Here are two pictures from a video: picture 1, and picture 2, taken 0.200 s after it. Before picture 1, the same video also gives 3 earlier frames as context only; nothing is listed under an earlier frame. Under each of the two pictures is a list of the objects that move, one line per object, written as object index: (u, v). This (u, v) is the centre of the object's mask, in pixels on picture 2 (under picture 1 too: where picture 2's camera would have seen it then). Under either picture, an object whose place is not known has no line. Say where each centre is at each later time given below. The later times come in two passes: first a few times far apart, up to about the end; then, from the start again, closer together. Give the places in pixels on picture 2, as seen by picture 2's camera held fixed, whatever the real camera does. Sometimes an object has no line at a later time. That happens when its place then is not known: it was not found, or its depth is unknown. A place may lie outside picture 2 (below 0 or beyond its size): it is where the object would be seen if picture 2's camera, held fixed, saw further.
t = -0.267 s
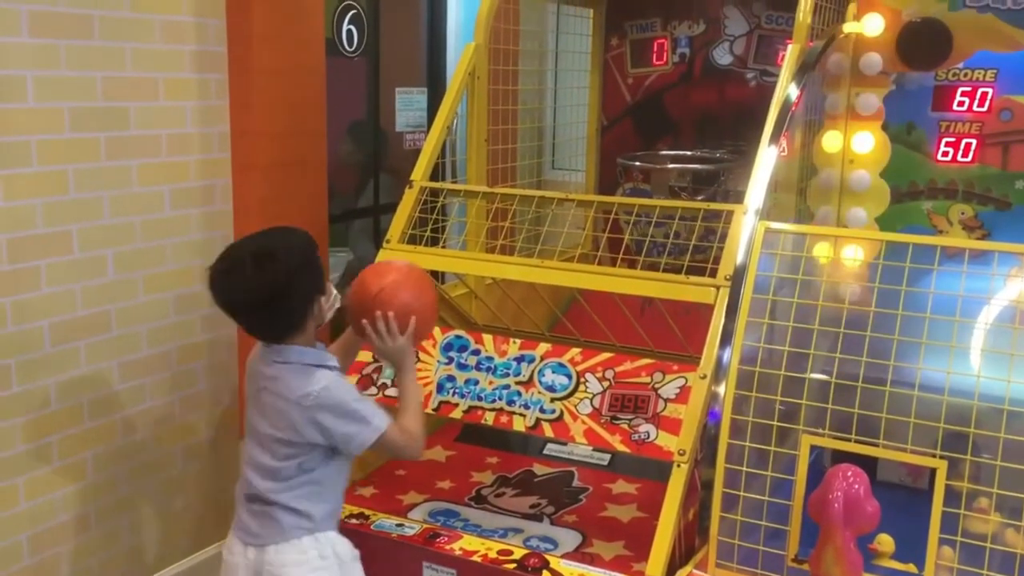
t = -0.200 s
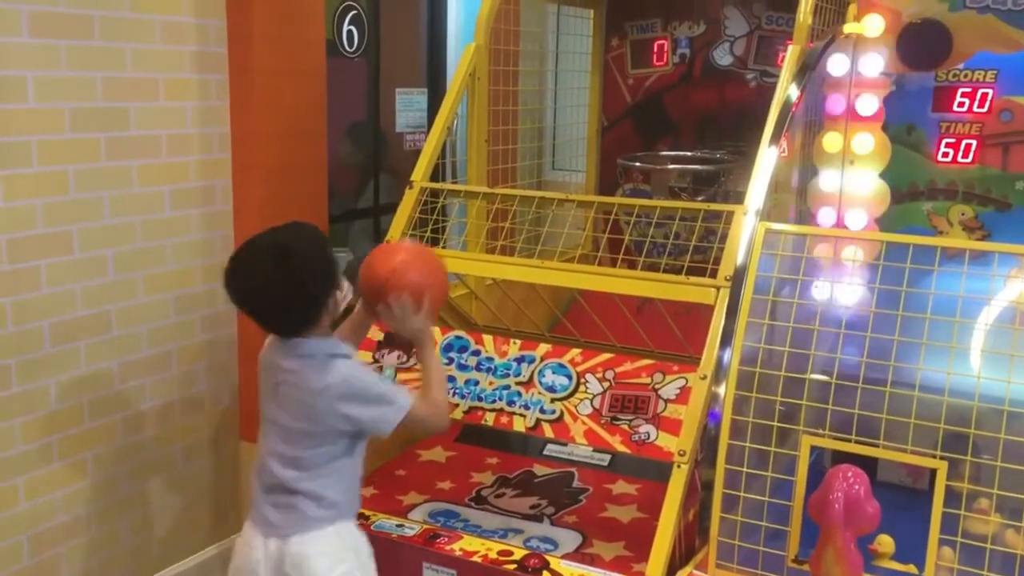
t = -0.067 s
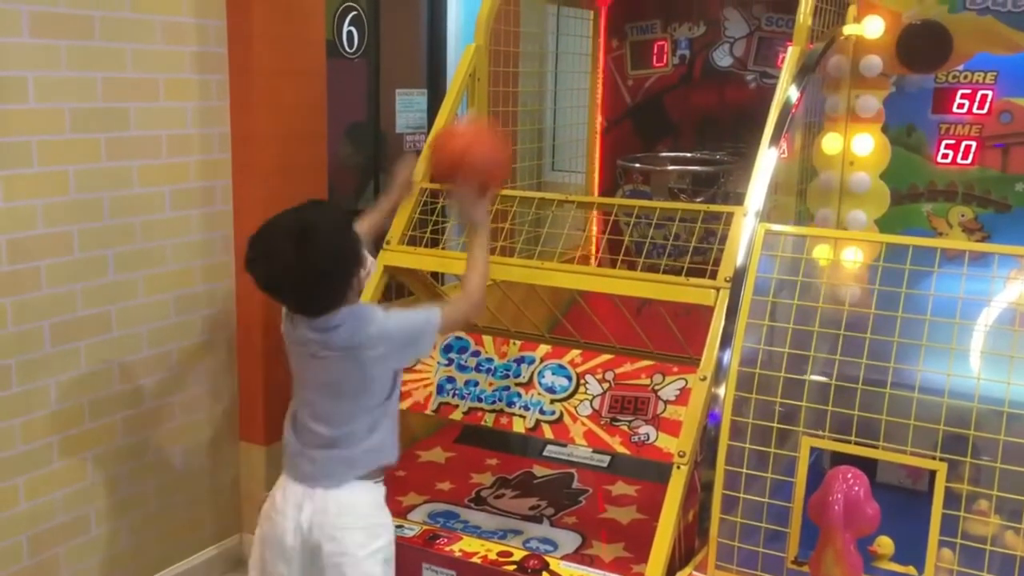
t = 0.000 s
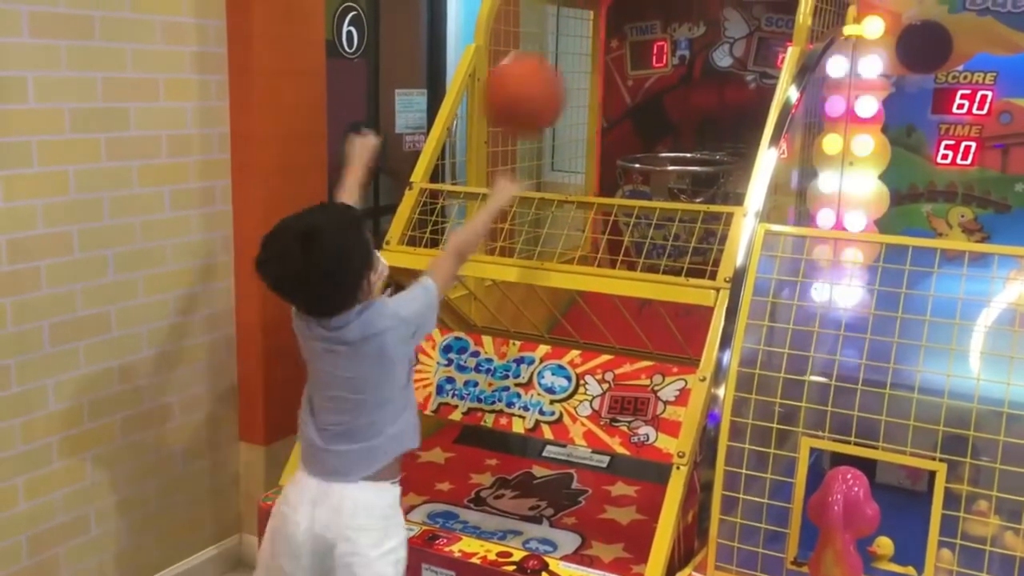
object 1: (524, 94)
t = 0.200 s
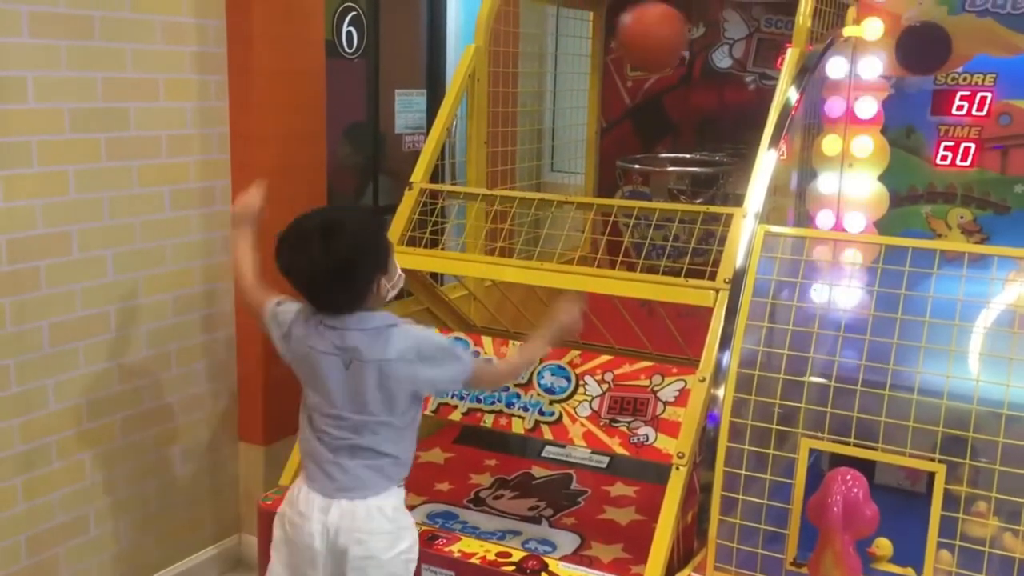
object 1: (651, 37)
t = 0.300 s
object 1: (698, 69)
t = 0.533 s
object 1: (752, 129)
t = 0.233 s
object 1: (669, 43)
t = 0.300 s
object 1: (698, 69)
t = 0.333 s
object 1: (712, 86)
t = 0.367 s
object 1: (724, 107)
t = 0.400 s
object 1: (734, 127)
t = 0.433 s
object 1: (741, 137)
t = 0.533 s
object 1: (752, 129)
